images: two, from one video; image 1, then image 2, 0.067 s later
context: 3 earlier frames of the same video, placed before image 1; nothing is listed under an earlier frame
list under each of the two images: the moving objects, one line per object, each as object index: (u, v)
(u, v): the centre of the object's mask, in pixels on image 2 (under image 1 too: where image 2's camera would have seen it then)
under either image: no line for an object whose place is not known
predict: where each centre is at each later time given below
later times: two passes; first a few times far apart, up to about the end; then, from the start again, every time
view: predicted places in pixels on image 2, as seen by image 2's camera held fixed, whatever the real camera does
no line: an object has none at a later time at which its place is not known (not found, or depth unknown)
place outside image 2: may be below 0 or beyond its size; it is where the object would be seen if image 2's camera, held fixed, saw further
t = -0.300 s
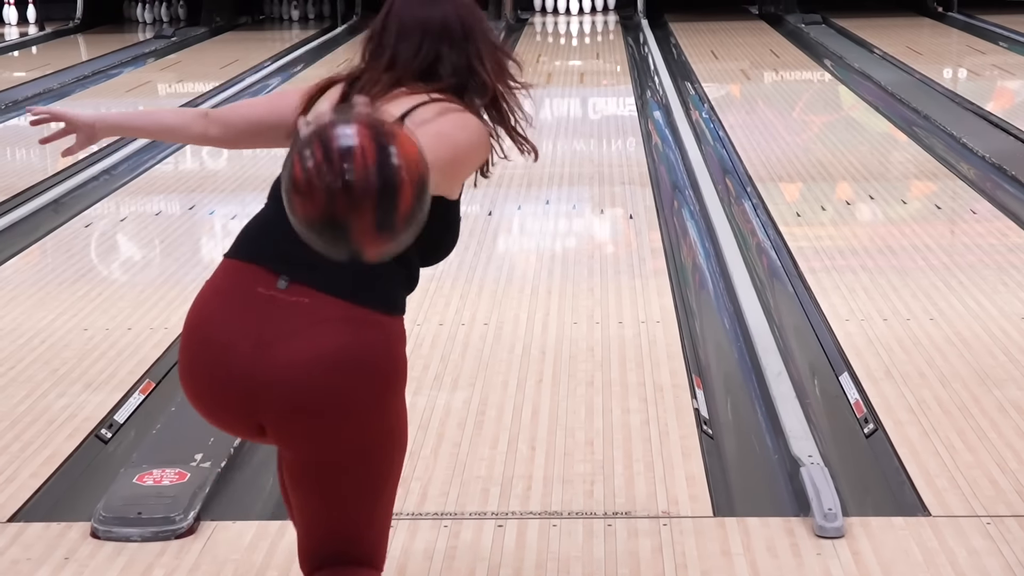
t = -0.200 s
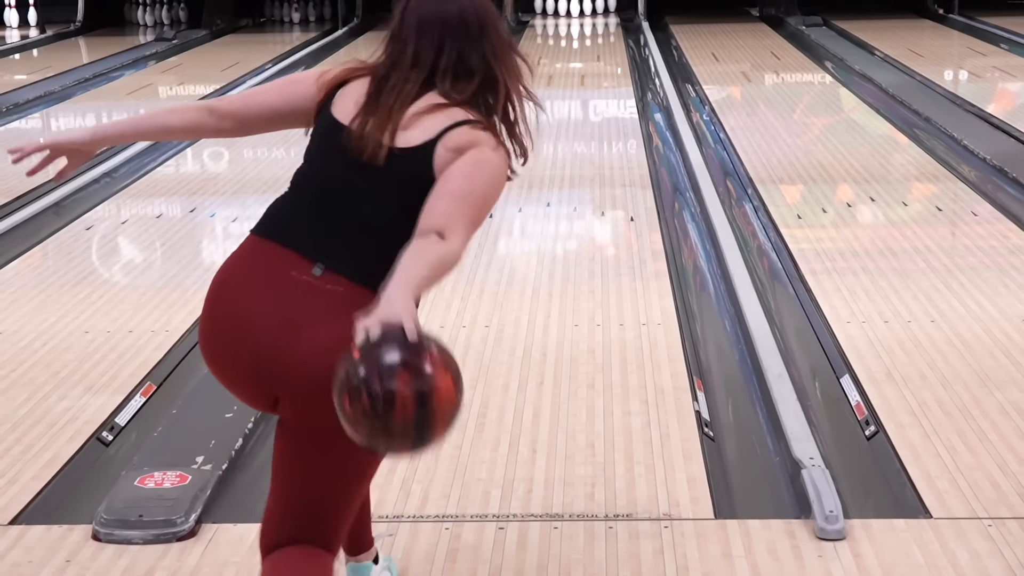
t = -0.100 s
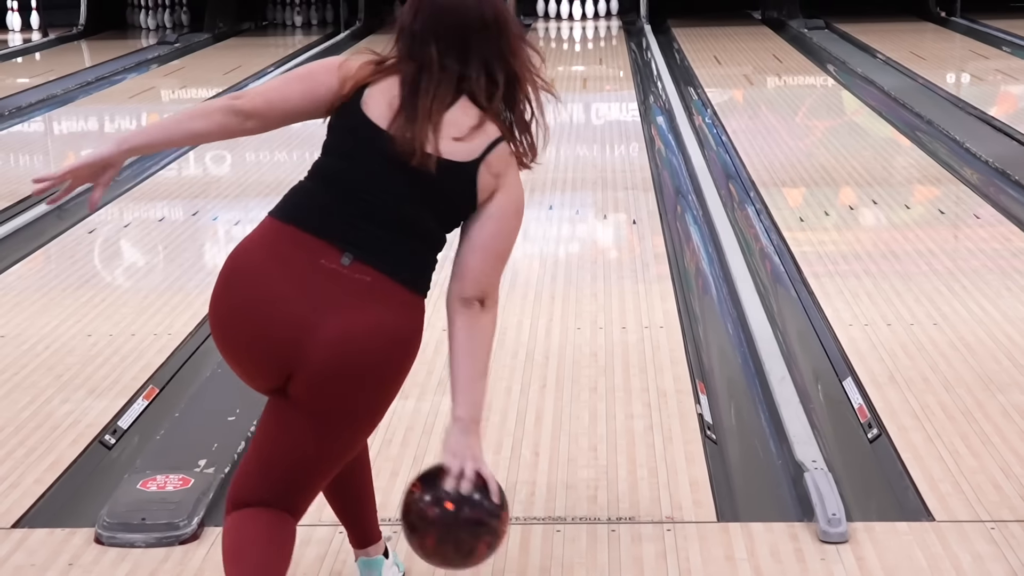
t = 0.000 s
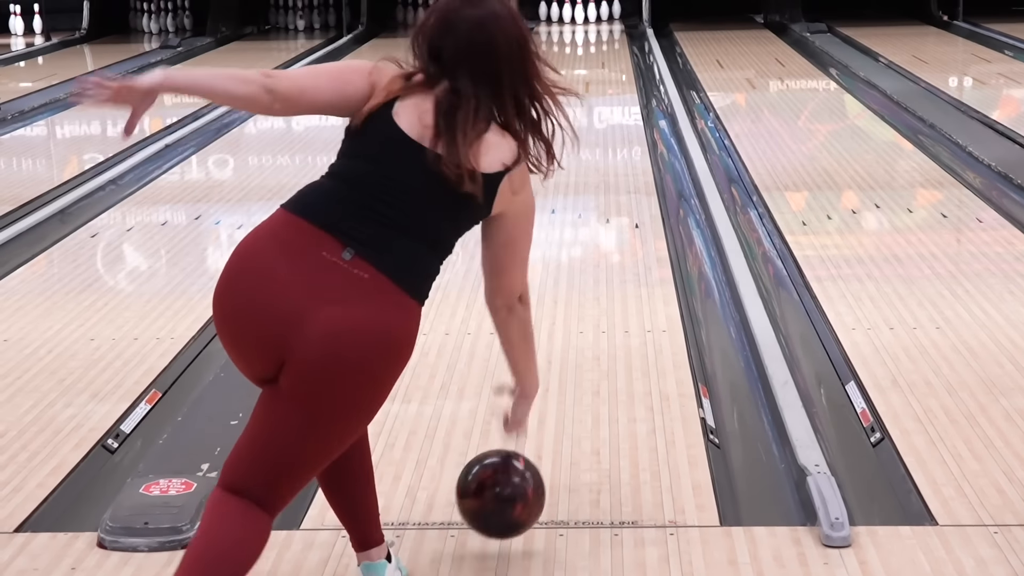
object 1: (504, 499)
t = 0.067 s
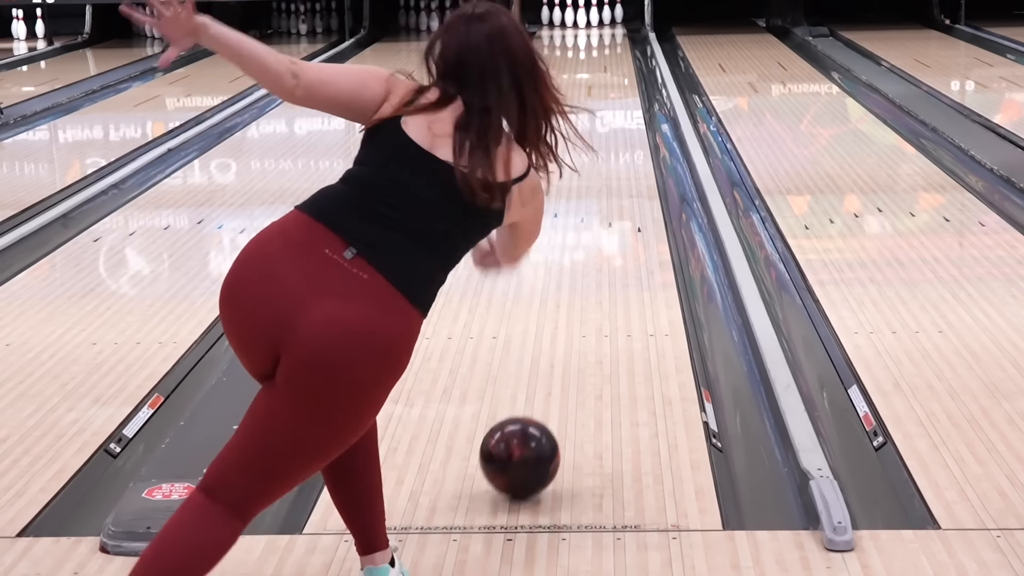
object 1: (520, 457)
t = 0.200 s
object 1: (541, 367)
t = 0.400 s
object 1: (563, 275)
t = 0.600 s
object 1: (577, 214)
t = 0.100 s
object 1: (526, 432)
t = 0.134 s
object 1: (531, 408)
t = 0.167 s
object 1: (536, 387)
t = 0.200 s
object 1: (541, 367)
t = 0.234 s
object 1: (545, 349)
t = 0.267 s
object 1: (550, 332)
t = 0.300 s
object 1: (553, 316)
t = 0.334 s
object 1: (557, 301)
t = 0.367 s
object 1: (560, 287)
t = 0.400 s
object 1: (563, 275)
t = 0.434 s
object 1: (566, 263)
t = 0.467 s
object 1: (568, 252)
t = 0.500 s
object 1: (571, 242)
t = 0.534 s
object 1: (573, 232)
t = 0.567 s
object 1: (575, 223)
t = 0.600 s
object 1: (577, 214)
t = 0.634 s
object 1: (579, 206)
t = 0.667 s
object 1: (581, 199)
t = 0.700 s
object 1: (583, 192)
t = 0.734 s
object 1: (584, 186)
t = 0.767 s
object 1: (585, 179)
